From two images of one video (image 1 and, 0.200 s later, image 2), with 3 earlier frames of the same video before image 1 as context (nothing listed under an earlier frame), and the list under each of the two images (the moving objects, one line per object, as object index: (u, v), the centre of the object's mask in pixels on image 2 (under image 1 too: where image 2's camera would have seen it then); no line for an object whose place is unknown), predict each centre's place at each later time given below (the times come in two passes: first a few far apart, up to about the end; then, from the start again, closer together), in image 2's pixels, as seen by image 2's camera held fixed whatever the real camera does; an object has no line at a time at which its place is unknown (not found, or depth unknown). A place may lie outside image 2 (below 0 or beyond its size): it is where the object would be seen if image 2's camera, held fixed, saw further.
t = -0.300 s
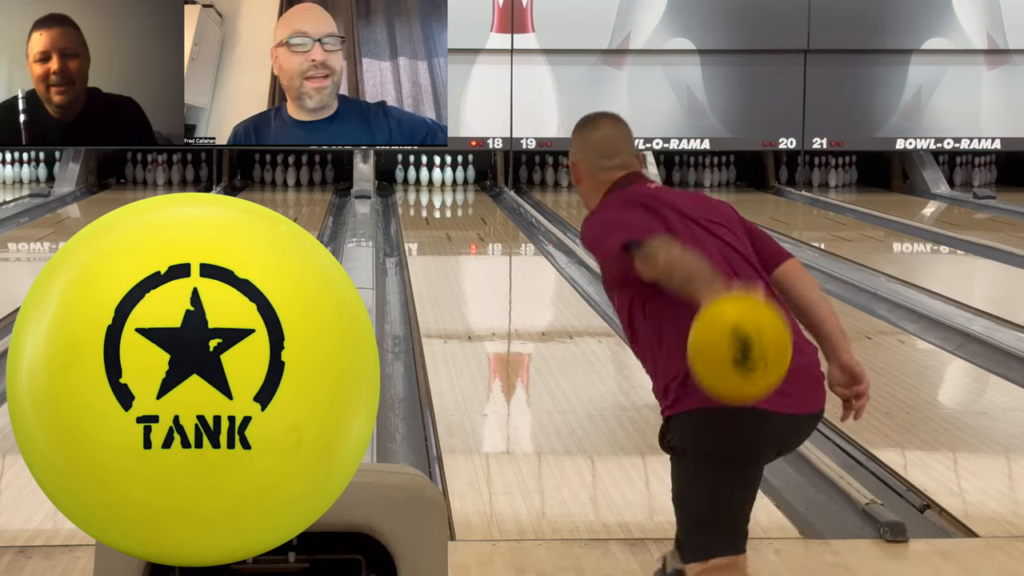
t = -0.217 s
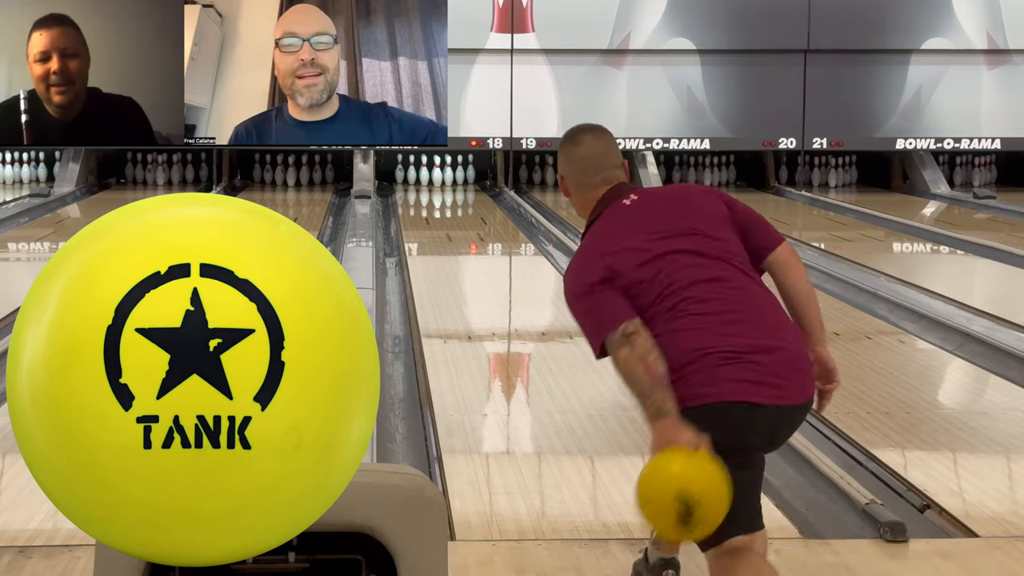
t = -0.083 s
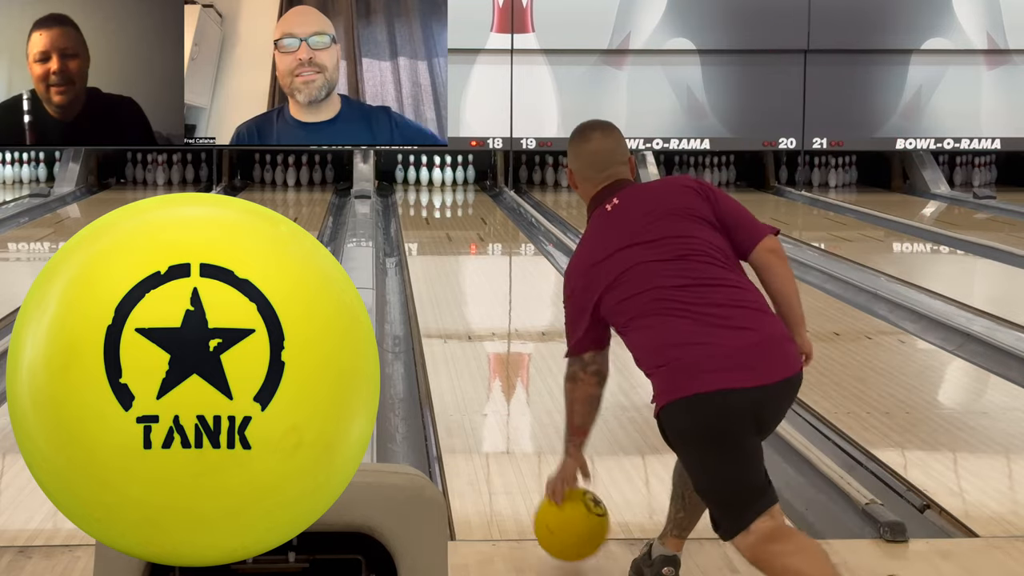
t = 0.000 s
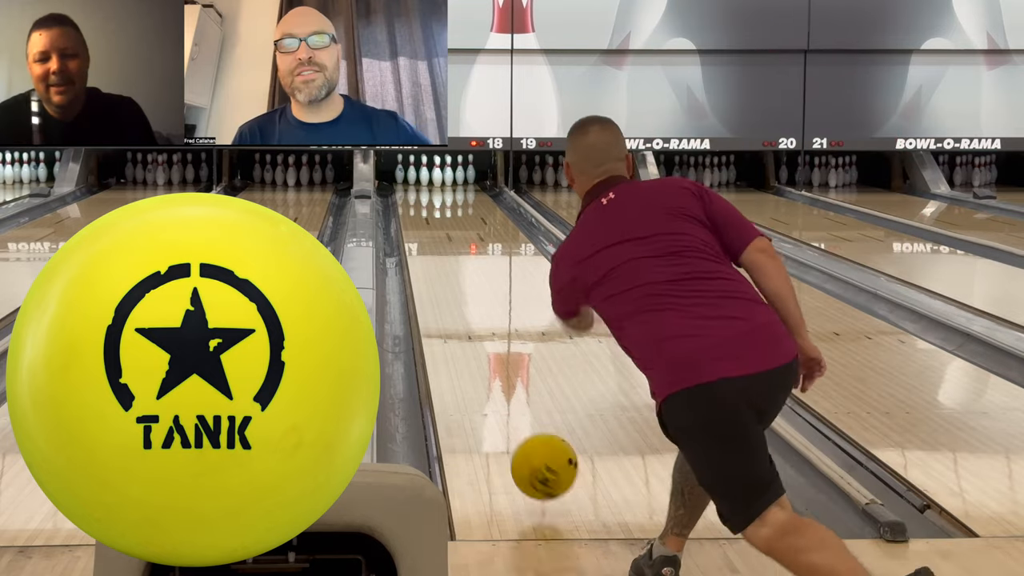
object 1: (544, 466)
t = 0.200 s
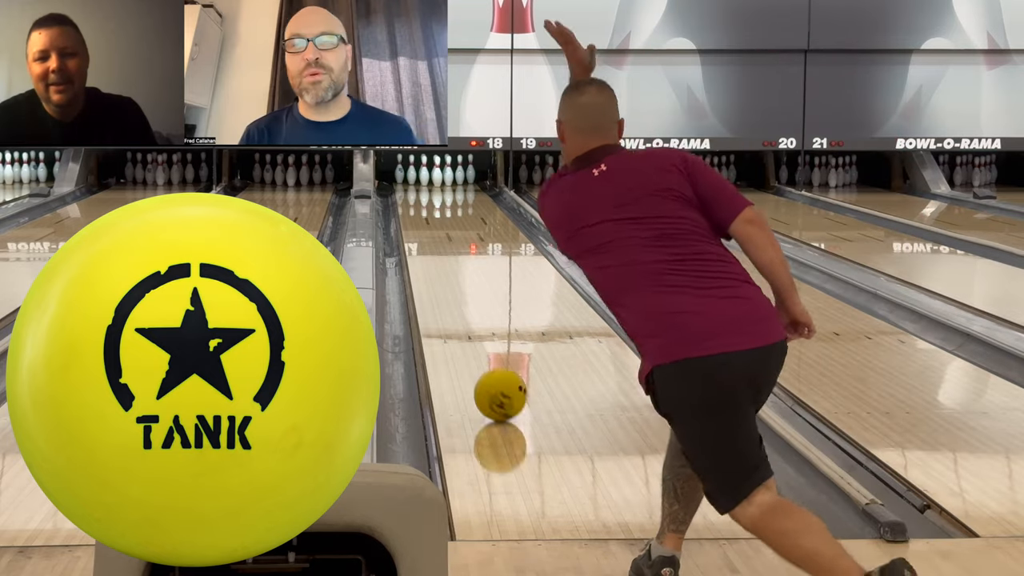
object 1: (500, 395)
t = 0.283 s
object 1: (487, 368)
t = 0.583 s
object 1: (457, 302)
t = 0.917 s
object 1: (440, 259)
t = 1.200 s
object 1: (432, 232)
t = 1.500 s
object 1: (429, 213)
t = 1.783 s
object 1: (428, 198)
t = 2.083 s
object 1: (431, 188)
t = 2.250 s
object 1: (435, 182)
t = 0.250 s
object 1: (492, 378)
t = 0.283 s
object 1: (487, 368)
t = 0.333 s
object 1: (481, 354)
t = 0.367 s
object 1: (477, 346)
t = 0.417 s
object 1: (471, 334)
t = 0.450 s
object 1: (468, 327)
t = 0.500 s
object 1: (464, 317)
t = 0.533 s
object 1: (461, 311)
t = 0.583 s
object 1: (457, 302)
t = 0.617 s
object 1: (455, 297)
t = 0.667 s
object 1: (451, 290)
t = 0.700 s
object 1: (449, 285)
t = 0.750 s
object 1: (447, 278)
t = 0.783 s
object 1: (446, 274)
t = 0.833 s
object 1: (443, 267)
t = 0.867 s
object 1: (442, 264)
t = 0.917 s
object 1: (440, 259)
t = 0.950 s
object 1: (439, 255)
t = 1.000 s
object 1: (437, 250)
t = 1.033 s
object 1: (436, 246)
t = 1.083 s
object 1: (435, 242)
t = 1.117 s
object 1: (434, 239)
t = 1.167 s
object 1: (432, 235)
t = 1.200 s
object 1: (432, 232)
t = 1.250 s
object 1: (432, 229)
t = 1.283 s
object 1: (431, 227)
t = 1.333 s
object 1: (430, 223)
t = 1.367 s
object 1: (430, 221)
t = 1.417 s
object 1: (429, 218)
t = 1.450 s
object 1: (429, 216)
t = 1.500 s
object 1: (429, 213)
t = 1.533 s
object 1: (428, 211)
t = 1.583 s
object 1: (428, 209)
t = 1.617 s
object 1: (428, 207)
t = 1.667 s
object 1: (428, 204)
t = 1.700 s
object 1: (428, 203)
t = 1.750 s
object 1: (428, 200)
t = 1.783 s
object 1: (428, 198)
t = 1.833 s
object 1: (428, 196)
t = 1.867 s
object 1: (428, 195)
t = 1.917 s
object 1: (429, 194)
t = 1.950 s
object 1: (430, 192)
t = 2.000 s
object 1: (430, 190)
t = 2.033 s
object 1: (430, 189)
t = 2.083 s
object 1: (431, 188)
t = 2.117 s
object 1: (432, 186)
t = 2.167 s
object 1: (433, 185)
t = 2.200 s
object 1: (434, 184)
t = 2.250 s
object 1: (435, 182)
